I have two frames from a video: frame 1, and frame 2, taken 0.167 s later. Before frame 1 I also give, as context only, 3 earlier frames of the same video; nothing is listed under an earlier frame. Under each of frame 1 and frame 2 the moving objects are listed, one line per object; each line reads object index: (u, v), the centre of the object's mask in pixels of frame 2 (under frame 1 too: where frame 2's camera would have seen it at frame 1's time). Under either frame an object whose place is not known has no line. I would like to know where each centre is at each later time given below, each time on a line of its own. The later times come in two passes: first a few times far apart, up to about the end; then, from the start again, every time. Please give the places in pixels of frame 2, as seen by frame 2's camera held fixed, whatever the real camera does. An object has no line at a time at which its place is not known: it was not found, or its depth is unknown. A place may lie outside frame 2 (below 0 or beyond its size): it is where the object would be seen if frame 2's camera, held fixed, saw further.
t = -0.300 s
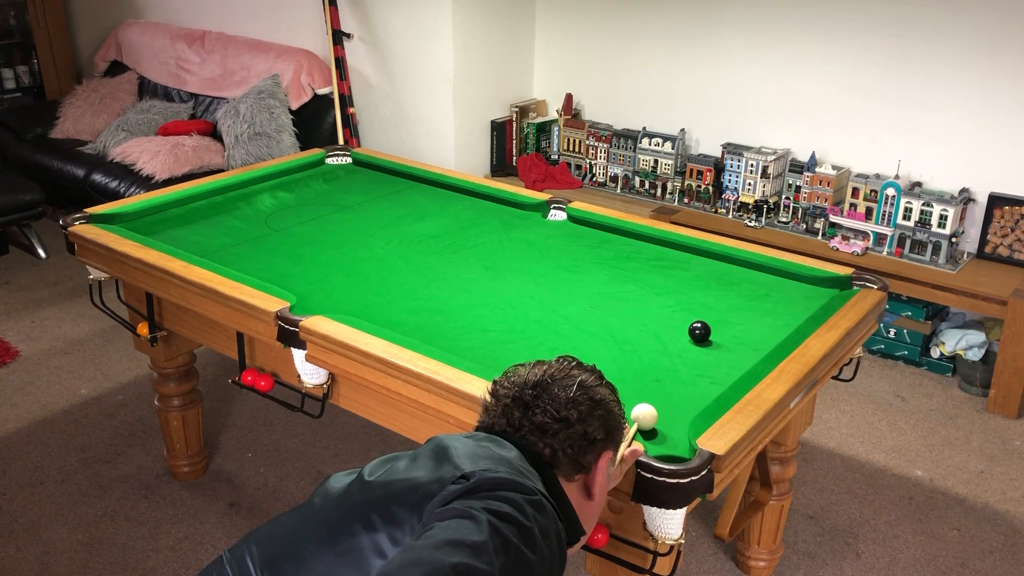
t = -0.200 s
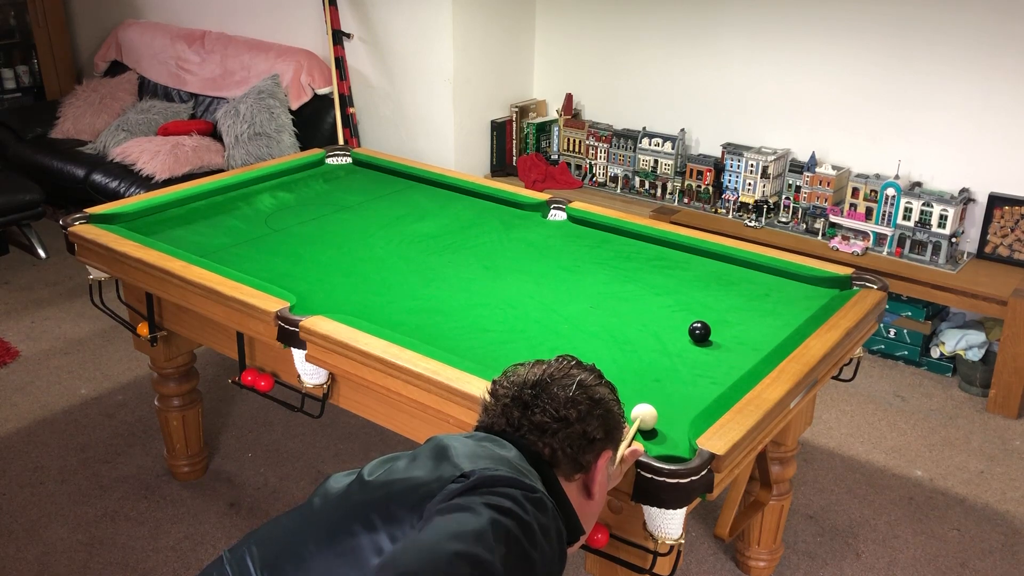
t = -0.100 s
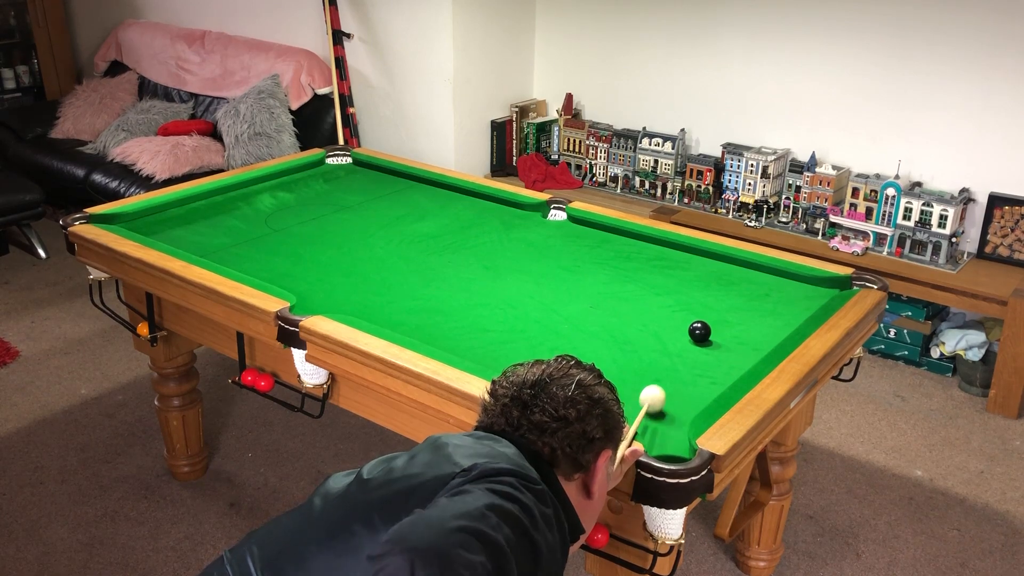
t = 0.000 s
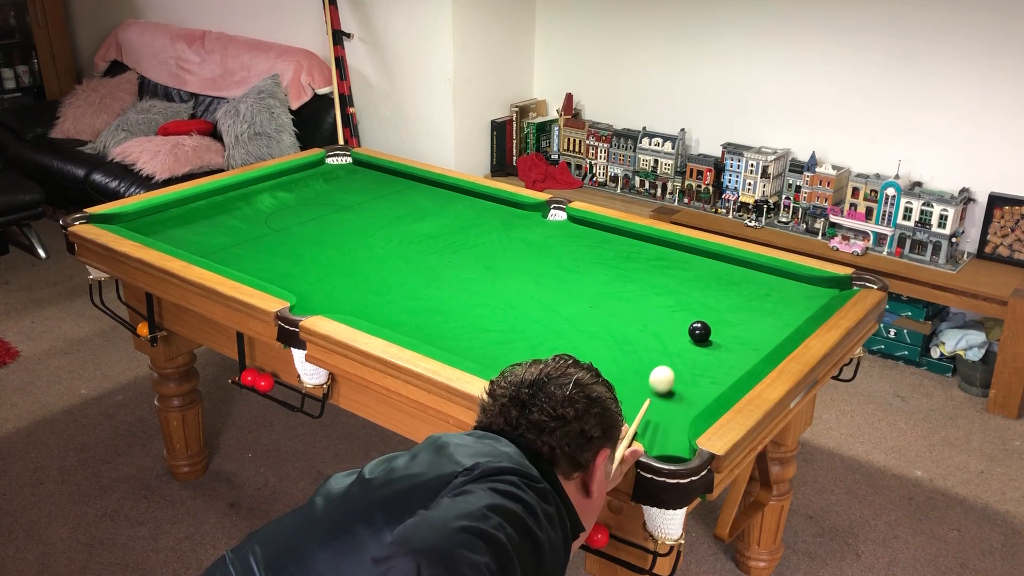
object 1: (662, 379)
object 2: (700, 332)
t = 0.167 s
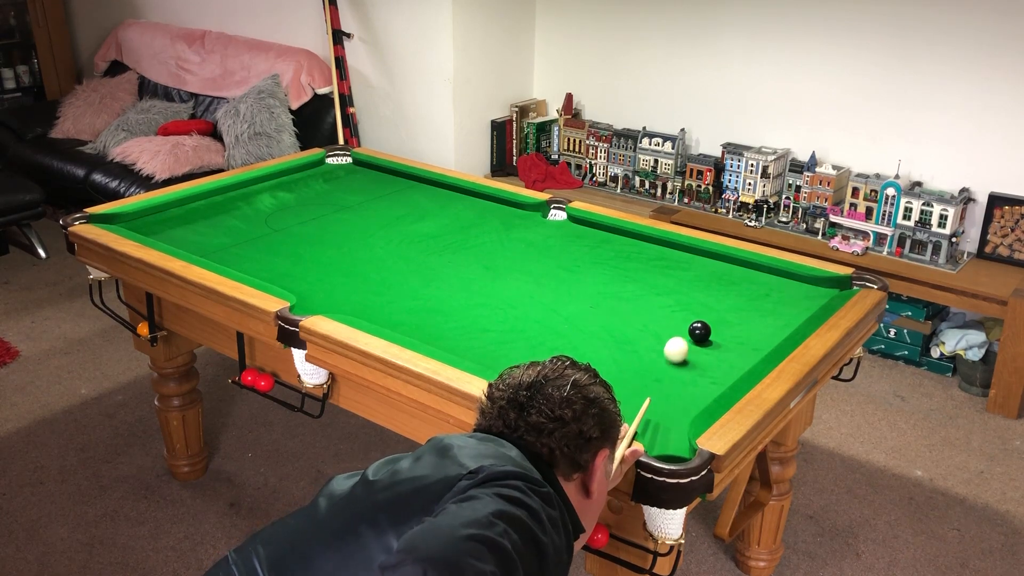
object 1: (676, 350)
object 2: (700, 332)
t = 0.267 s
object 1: (680, 335)
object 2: (702, 331)
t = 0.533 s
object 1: (659, 312)
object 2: (739, 318)
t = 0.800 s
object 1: (642, 292)
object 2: (771, 306)
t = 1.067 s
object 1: (628, 276)
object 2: (799, 296)
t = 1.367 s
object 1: (615, 259)
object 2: (826, 287)
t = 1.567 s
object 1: (607, 250)
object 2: (844, 284)
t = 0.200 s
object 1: (679, 345)
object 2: (700, 332)
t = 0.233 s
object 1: (681, 339)
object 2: (701, 332)
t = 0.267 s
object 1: (680, 335)
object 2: (702, 331)
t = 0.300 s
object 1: (677, 332)
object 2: (708, 329)
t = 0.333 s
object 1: (674, 330)
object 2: (713, 327)
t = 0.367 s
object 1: (671, 326)
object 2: (718, 325)
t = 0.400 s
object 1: (668, 324)
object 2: (722, 324)
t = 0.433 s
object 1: (666, 321)
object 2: (727, 322)
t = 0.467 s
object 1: (664, 318)
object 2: (731, 321)
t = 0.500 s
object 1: (662, 315)
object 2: (735, 319)
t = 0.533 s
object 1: (659, 312)
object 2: (739, 318)
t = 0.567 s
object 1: (657, 310)
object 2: (743, 316)
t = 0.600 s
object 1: (654, 307)
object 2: (747, 315)
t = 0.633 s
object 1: (652, 305)
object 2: (751, 313)
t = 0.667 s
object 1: (650, 302)
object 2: (755, 312)
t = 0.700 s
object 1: (648, 300)
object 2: (759, 310)
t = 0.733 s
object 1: (646, 297)
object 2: (763, 309)
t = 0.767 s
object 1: (644, 295)
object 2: (767, 307)
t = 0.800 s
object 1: (642, 292)
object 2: (771, 306)
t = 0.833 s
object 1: (640, 290)
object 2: (774, 305)
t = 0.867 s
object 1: (638, 288)
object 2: (778, 304)
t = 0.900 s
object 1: (636, 286)
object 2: (781, 302)
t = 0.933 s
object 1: (635, 284)
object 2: (785, 301)
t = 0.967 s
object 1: (633, 282)
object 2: (789, 300)
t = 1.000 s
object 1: (631, 280)
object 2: (792, 298)
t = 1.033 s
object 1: (630, 277)
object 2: (795, 297)
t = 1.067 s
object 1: (628, 276)
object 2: (799, 296)
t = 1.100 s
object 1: (626, 274)
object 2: (802, 295)
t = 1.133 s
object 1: (625, 272)
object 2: (805, 294)
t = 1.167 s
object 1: (623, 270)
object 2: (808, 293)
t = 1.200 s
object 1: (622, 268)
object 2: (812, 292)
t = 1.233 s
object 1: (621, 266)
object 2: (815, 291)
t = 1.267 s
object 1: (619, 264)
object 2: (818, 290)
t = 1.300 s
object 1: (618, 263)
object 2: (821, 289)
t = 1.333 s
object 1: (616, 261)
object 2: (823, 288)
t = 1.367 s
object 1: (615, 259)
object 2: (826, 287)
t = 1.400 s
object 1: (614, 258)
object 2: (829, 286)
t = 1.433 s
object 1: (612, 256)
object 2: (832, 285)
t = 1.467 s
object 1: (611, 254)
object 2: (834, 284)
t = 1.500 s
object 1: (610, 253)
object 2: (837, 284)
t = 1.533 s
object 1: (609, 252)
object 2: (841, 284)
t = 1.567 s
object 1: (607, 250)
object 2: (844, 284)
